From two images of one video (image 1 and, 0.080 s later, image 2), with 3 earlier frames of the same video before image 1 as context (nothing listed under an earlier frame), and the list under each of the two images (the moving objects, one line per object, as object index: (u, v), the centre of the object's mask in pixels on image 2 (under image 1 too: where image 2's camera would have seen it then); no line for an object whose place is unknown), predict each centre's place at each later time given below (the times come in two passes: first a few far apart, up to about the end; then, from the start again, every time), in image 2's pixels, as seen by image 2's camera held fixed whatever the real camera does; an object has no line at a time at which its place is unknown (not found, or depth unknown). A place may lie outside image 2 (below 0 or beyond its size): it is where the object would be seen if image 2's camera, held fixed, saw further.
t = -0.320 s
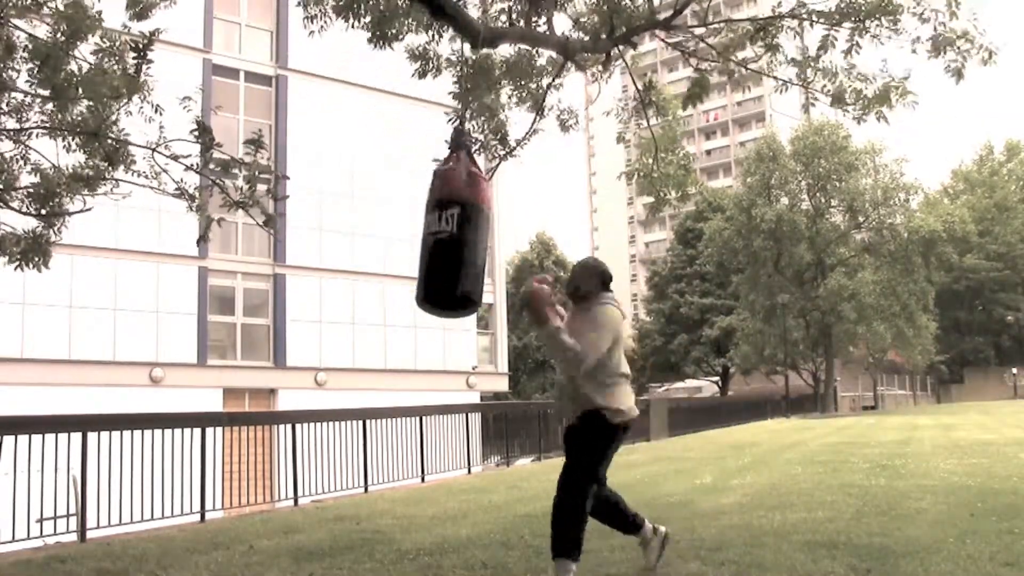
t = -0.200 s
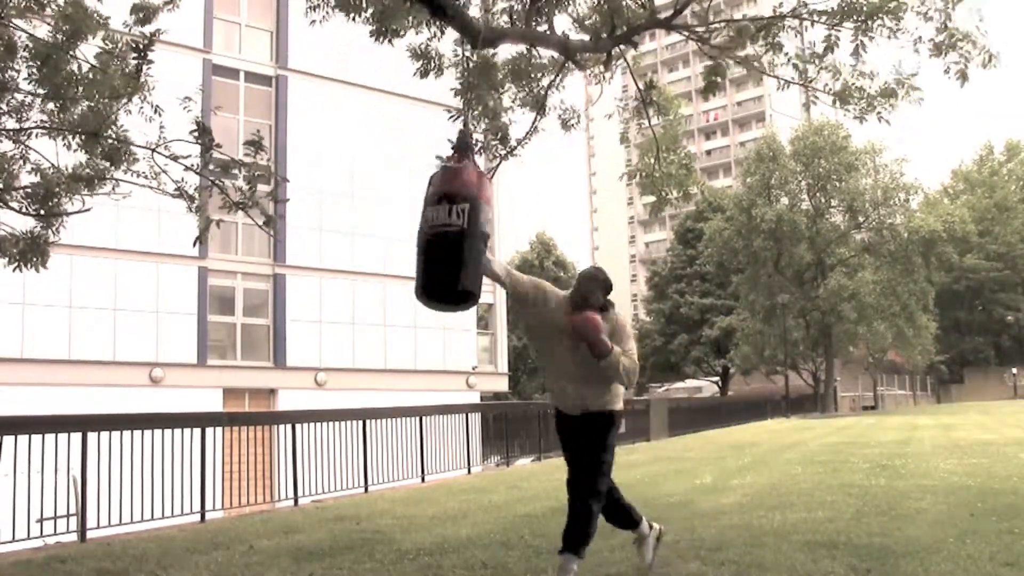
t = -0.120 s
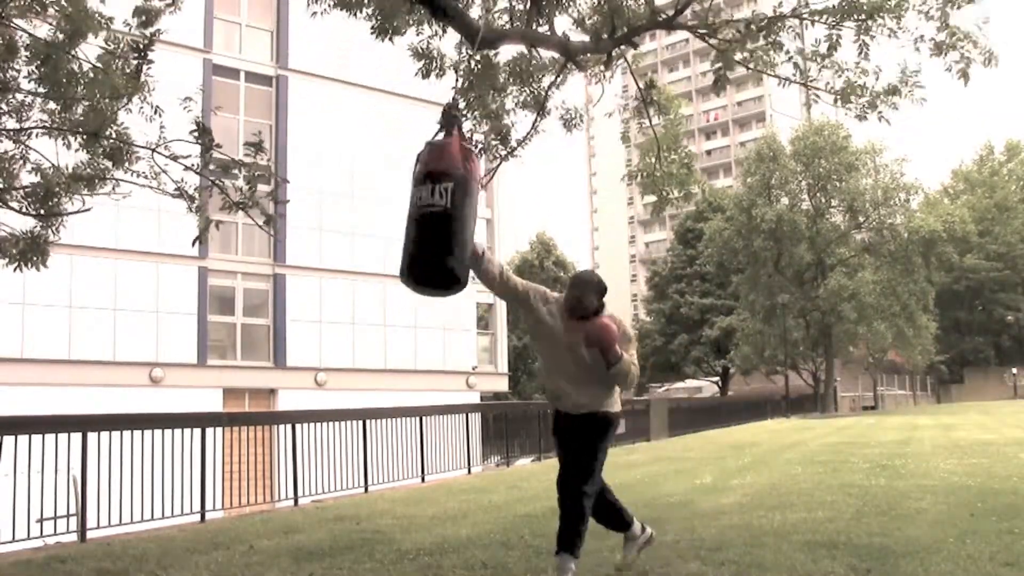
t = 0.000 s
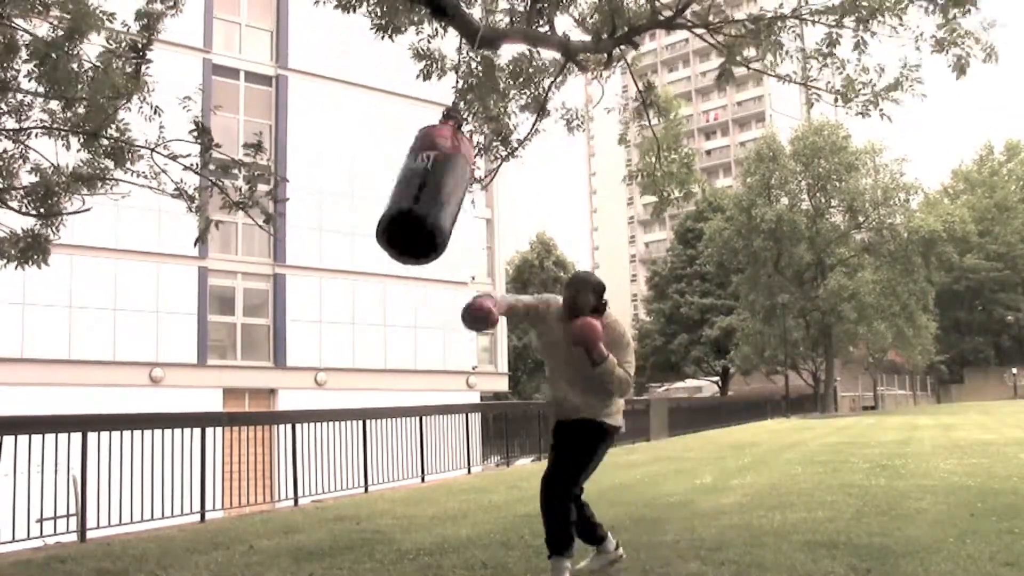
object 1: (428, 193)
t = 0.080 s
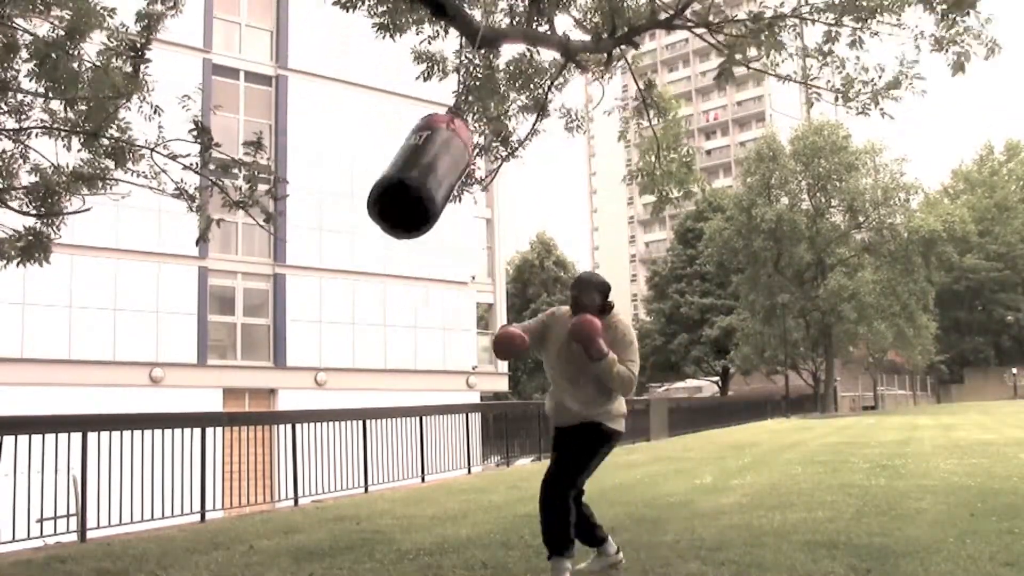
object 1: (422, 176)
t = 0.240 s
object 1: (416, 155)
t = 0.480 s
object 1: (431, 179)
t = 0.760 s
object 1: (466, 233)
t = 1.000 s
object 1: (495, 240)
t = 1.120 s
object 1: (503, 230)
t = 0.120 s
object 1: (420, 167)
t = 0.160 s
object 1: (418, 162)
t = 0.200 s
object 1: (417, 158)
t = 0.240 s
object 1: (416, 155)
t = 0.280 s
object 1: (417, 153)
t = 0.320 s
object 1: (418, 153)
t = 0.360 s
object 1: (420, 156)
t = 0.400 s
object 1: (423, 162)
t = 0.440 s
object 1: (427, 170)
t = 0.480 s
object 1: (431, 179)
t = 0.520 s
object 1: (436, 189)
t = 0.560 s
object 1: (441, 197)
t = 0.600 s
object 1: (446, 205)
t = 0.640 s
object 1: (451, 213)
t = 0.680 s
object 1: (455, 221)
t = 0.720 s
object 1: (460, 227)
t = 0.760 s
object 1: (466, 233)
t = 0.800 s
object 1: (473, 238)
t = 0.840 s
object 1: (479, 242)
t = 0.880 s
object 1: (483, 243)
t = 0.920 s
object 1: (488, 243)
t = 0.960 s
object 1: (491, 242)
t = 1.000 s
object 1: (495, 240)
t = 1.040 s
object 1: (497, 238)
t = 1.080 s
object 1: (501, 234)
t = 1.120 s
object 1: (503, 230)
